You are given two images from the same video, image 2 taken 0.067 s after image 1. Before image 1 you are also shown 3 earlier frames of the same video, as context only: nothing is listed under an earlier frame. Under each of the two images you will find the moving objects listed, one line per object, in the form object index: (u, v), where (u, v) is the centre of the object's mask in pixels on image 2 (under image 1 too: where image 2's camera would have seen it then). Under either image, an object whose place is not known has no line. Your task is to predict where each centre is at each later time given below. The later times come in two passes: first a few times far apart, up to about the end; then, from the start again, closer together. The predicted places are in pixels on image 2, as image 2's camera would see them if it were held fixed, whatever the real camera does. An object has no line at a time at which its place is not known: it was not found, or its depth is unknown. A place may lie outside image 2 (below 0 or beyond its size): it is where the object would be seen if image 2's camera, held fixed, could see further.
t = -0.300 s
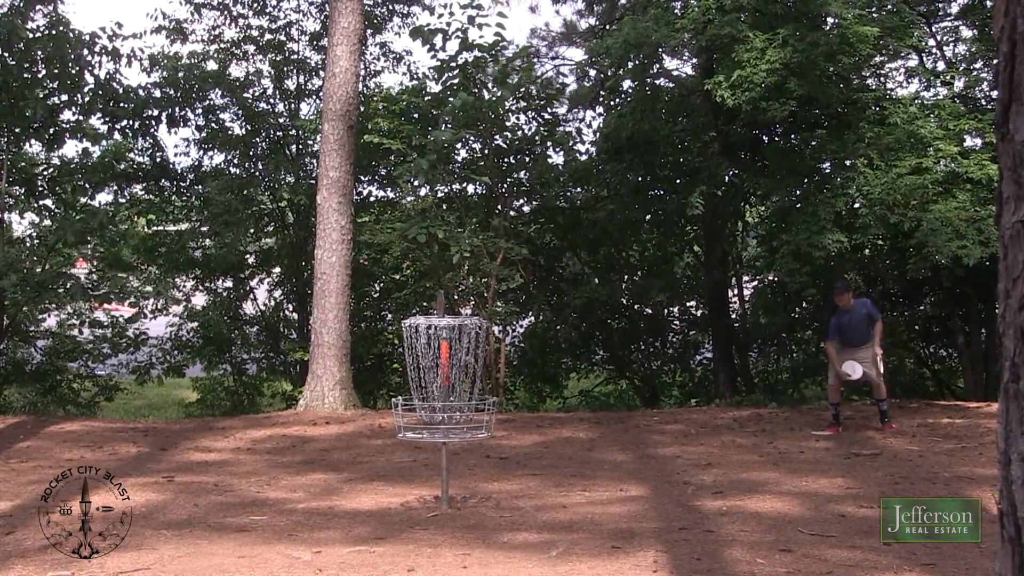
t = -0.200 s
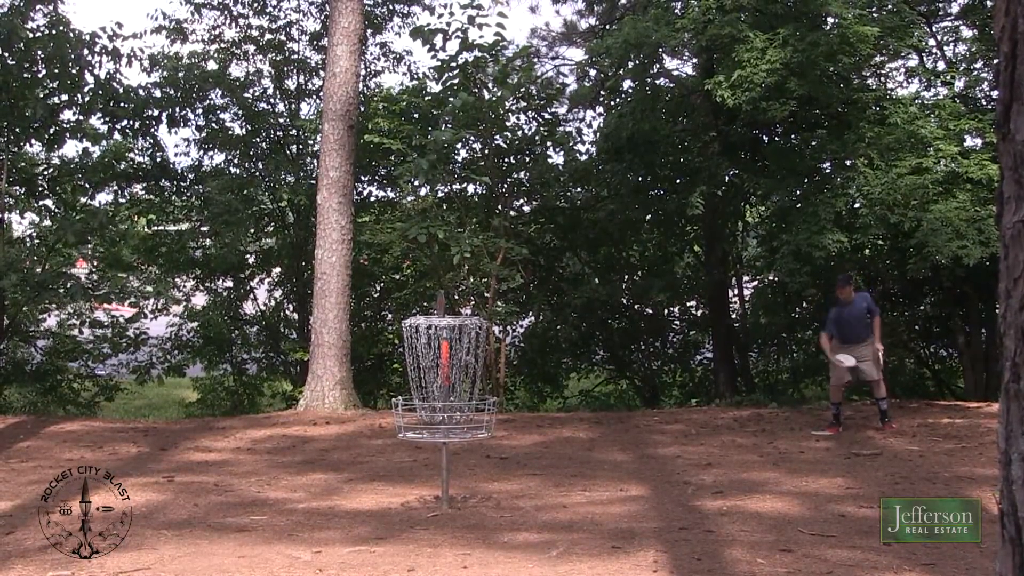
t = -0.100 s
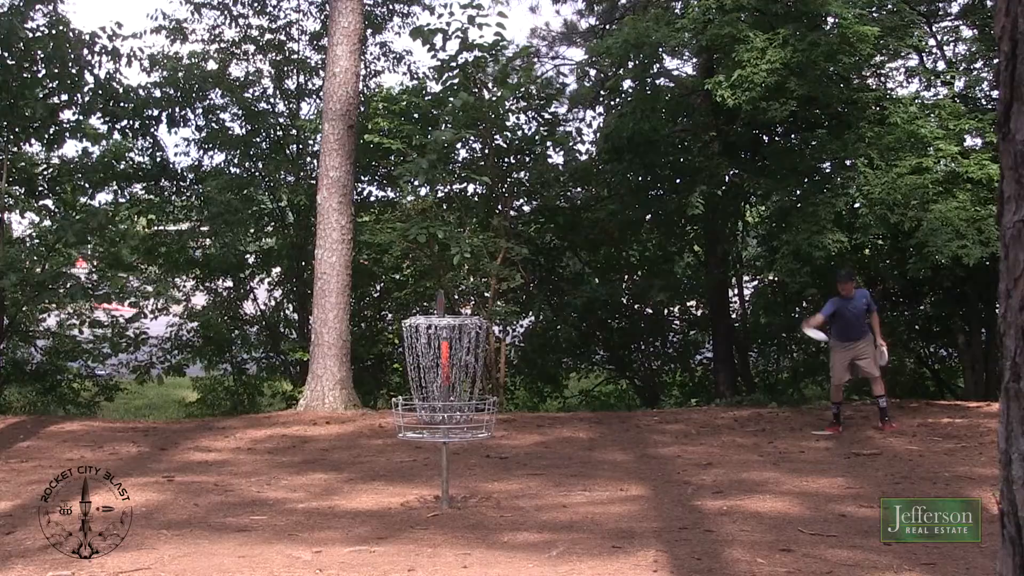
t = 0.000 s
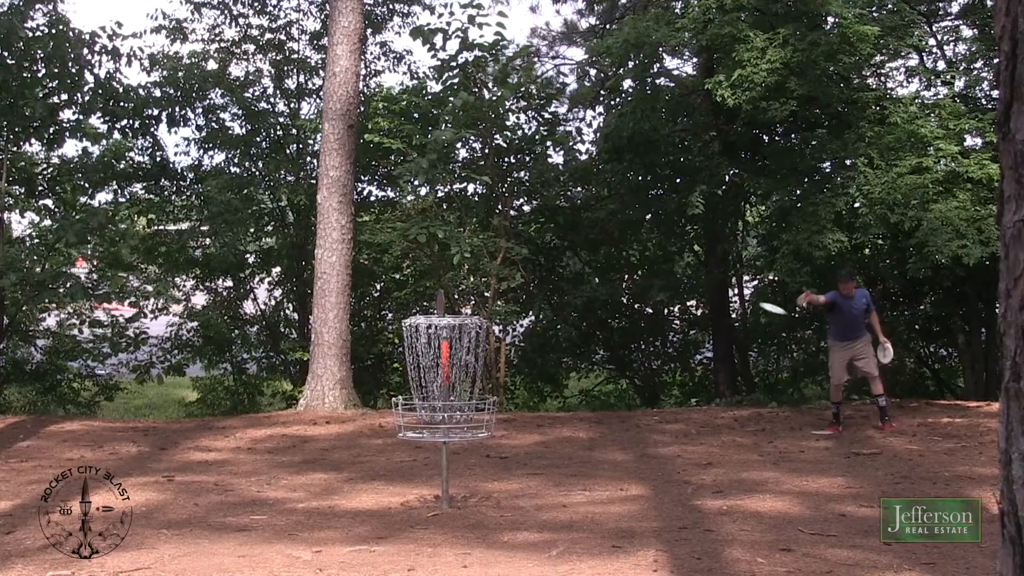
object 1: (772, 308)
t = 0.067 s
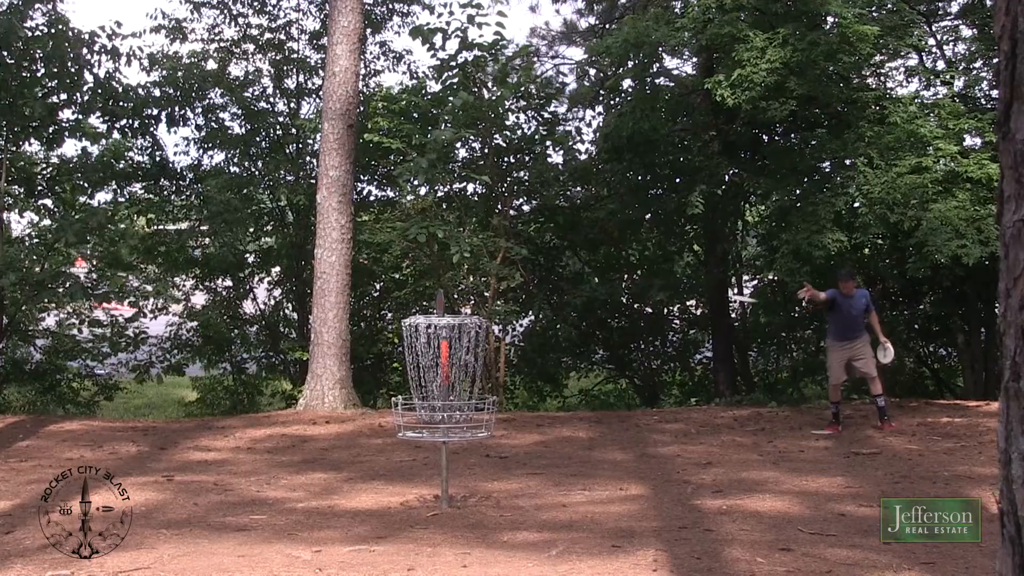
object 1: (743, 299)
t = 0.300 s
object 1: (618, 305)
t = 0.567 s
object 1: (457, 366)
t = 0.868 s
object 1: (469, 417)
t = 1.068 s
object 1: (477, 428)
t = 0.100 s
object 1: (724, 295)
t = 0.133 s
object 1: (708, 294)
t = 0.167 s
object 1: (692, 294)
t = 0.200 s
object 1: (674, 295)
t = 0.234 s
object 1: (656, 298)
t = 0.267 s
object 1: (638, 301)
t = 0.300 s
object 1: (618, 305)
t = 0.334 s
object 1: (598, 312)
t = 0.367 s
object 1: (578, 319)
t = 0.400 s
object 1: (557, 327)
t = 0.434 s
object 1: (536, 336)
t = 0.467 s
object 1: (514, 347)
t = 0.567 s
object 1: (457, 366)
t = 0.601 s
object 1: (461, 387)
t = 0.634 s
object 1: (462, 392)
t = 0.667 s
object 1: (463, 398)
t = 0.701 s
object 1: (462, 401)
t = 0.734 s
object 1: (462, 404)
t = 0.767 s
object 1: (463, 407)
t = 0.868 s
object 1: (469, 417)
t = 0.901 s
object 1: (471, 422)
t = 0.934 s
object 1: (471, 426)
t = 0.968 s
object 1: (475, 429)
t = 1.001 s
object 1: (475, 429)
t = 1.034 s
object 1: (476, 429)
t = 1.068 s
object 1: (477, 428)
